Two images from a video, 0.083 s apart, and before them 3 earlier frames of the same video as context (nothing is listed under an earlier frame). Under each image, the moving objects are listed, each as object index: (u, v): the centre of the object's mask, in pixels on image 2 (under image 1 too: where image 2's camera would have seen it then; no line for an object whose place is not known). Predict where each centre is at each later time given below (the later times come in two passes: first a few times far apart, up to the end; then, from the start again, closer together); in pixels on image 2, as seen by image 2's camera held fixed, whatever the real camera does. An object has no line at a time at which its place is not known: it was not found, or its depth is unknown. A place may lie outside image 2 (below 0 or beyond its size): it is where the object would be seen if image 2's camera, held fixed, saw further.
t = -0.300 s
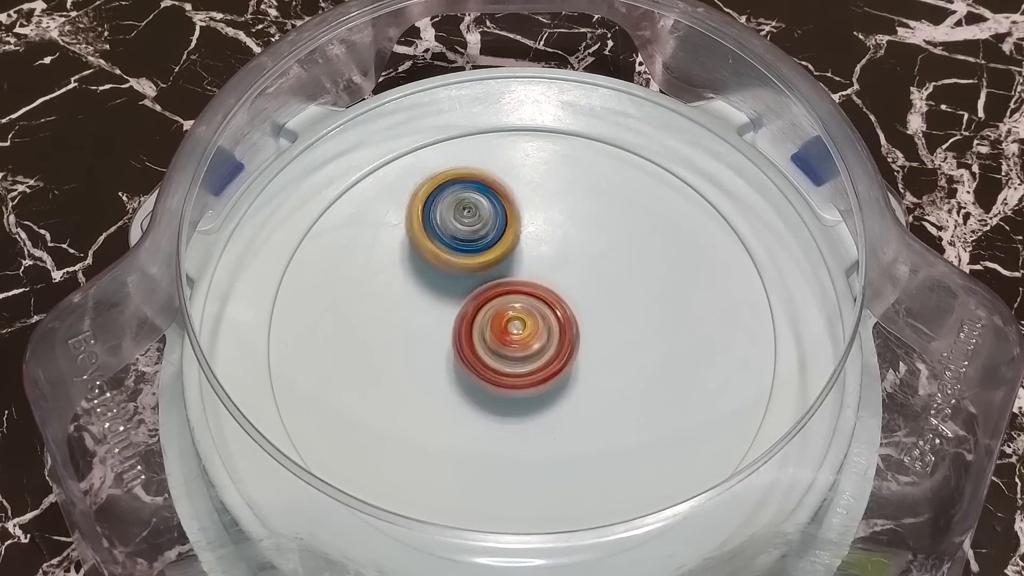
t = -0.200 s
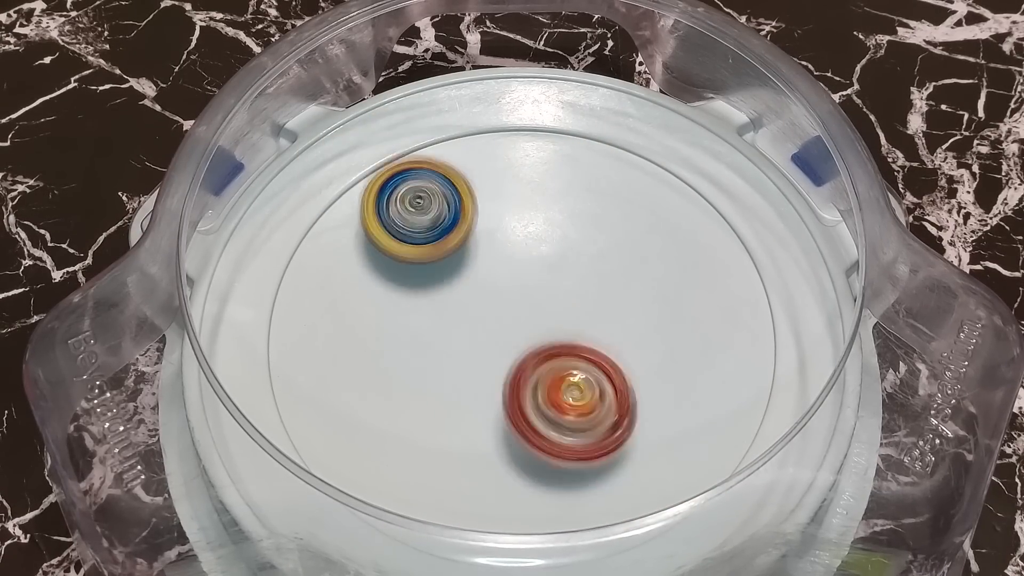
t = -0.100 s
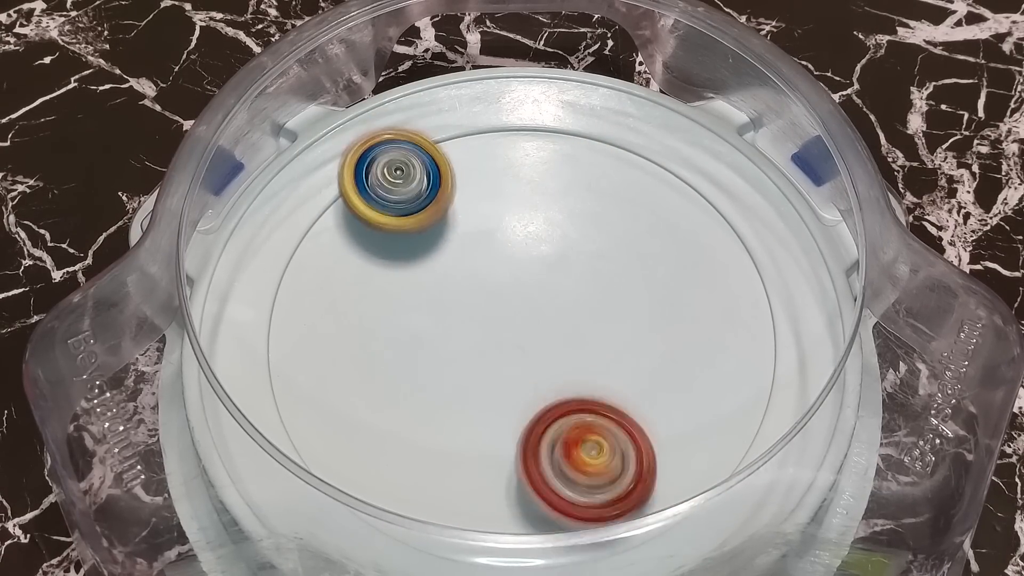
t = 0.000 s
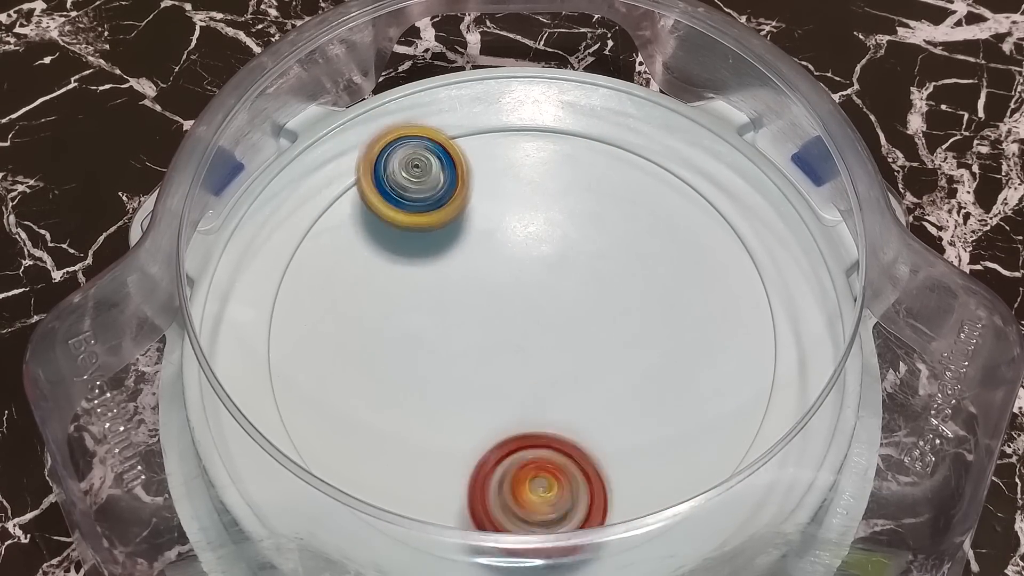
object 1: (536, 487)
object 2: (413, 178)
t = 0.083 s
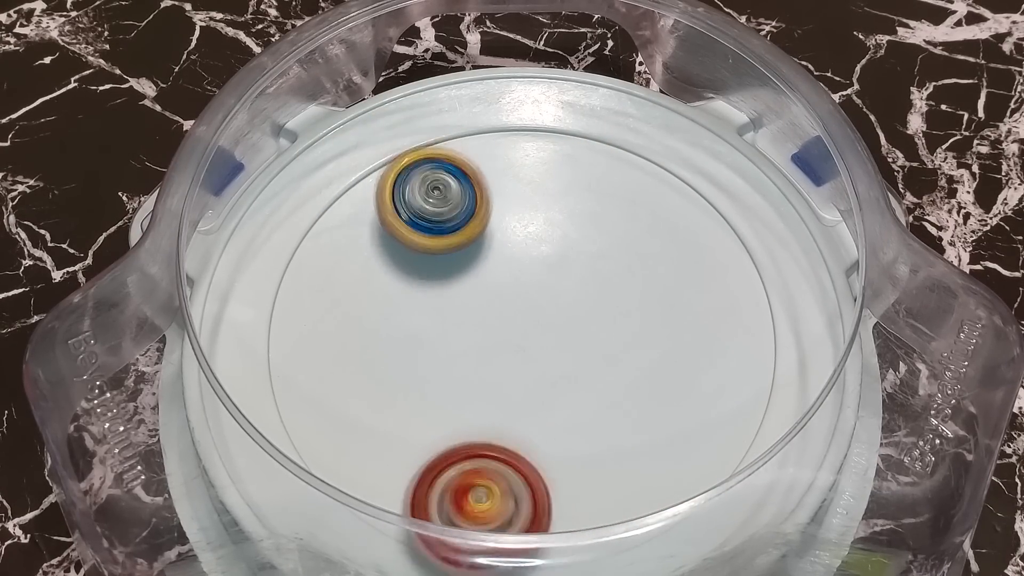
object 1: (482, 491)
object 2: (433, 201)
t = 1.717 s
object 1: (619, 379)
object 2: (428, 304)
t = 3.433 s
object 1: (383, 335)
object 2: (513, 268)
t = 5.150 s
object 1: (605, 223)
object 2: (461, 342)
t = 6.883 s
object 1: (538, 414)
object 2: (516, 289)
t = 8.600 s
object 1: (345, 335)
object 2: (587, 292)
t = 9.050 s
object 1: (488, 383)
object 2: (584, 290)
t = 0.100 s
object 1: (471, 490)
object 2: (436, 209)
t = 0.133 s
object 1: (448, 486)
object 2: (442, 226)
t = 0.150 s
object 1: (434, 492)
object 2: (445, 235)
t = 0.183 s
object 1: (415, 481)
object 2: (448, 255)
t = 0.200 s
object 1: (411, 469)
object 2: (449, 266)
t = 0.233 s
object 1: (396, 456)
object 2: (448, 286)
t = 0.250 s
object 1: (389, 450)
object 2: (447, 294)
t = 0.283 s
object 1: (379, 430)
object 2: (443, 312)
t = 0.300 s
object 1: (377, 423)
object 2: (441, 321)
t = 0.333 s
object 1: (369, 443)
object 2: (440, 305)
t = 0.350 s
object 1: (362, 457)
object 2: (439, 296)
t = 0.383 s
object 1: (357, 475)
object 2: (440, 285)
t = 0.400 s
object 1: (356, 480)
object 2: (441, 281)
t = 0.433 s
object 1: (357, 483)
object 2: (444, 278)
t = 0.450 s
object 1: (360, 480)
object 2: (444, 279)
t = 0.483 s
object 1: (365, 474)
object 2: (449, 285)
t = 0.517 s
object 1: (373, 458)
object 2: (454, 295)
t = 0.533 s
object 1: (374, 455)
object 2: (456, 301)
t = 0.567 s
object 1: (376, 449)
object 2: (460, 312)
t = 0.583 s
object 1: (378, 447)
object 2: (462, 318)
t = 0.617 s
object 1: (384, 437)
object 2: (462, 331)
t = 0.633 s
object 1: (388, 431)
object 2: (461, 335)
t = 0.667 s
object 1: (385, 461)
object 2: (471, 306)
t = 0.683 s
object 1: (379, 486)
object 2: (478, 289)
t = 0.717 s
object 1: (390, 497)
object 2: (490, 260)
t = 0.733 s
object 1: (401, 497)
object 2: (496, 249)
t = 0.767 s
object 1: (425, 483)
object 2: (507, 231)
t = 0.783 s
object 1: (433, 482)
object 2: (513, 225)
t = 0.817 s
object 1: (449, 480)
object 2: (522, 216)
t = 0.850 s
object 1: (463, 477)
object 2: (532, 208)
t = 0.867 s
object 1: (469, 476)
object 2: (538, 204)
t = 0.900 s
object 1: (482, 467)
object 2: (549, 197)
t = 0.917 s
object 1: (488, 463)
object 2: (555, 193)
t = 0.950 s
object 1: (499, 455)
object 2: (568, 187)
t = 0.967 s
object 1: (504, 451)
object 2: (574, 185)
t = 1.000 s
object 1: (515, 445)
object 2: (587, 181)
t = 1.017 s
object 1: (520, 443)
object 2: (594, 180)
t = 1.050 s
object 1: (531, 439)
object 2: (607, 181)
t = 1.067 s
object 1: (536, 438)
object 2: (615, 184)
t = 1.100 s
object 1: (547, 438)
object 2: (625, 190)
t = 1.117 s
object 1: (554, 438)
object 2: (631, 196)
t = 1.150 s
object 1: (566, 438)
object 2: (635, 208)
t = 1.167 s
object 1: (572, 437)
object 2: (638, 216)
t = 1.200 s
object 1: (582, 436)
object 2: (635, 229)
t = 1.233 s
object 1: (591, 432)
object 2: (630, 244)
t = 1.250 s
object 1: (595, 431)
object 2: (627, 251)
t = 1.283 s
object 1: (602, 427)
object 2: (619, 265)
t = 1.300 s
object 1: (605, 424)
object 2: (614, 270)
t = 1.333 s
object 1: (612, 418)
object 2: (604, 283)
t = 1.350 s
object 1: (614, 416)
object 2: (599, 290)
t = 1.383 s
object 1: (617, 410)
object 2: (588, 300)
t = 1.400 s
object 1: (623, 414)
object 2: (579, 300)
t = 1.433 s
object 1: (632, 420)
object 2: (558, 294)
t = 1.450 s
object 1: (634, 422)
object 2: (547, 293)
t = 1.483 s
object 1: (636, 422)
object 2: (530, 294)
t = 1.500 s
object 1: (637, 421)
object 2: (522, 295)
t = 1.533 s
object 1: (636, 418)
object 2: (508, 297)
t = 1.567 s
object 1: (633, 414)
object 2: (492, 298)
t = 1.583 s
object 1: (632, 412)
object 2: (487, 299)
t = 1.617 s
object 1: (629, 407)
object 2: (470, 300)
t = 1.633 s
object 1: (628, 404)
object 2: (465, 301)
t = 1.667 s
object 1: (624, 397)
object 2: (449, 301)
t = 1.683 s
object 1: (623, 391)
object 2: (444, 302)
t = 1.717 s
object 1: (619, 379)
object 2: (428, 304)
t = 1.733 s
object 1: (618, 372)
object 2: (423, 305)
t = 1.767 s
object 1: (615, 358)
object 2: (409, 306)
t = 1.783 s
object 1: (615, 351)
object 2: (404, 306)
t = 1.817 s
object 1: (612, 337)
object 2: (390, 305)
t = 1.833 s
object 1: (612, 330)
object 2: (384, 306)
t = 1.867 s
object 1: (612, 317)
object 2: (371, 303)
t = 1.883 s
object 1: (612, 312)
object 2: (366, 303)
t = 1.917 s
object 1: (611, 300)
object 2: (357, 298)
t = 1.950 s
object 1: (610, 288)
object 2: (350, 293)
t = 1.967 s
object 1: (609, 282)
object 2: (351, 292)
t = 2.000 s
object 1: (608, 271)
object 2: (354, 288)
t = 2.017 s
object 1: (606, 264)
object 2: (358, 286)
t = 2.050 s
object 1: (605, 253)
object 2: (365, 284)
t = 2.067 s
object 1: (604, 248)
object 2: (370, 285)
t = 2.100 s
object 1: (603, 238)
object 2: (381, 286)
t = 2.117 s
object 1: (602, 233)
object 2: (388, 287)
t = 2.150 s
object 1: (600, 223)
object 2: (403, 291)
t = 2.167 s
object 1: (598, 218)
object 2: (410, 293)
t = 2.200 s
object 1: (595, 210)
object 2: (425, 298)
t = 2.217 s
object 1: (594, 207)
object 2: (431, 301)
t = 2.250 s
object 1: (591, 202)
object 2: (445, 306)
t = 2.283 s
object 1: (588, 201)
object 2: (458, 310)
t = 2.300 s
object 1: (586, 201)
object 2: (466, 314)
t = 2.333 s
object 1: (582, 201)
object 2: (478, 317)
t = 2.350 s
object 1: (580, 201)
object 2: (486, 321)
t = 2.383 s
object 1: (575, 202)
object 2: (499, 324)
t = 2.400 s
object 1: (574, 204)
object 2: (506, 327)
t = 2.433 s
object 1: (569, 207)
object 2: (520, 330)
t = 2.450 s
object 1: (568, 208)
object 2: (526, 332)
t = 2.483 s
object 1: (561, 211)
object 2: (542, 334)
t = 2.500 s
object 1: (557, 213)
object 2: (546, 336)
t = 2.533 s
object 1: (548, 215)
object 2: (562, 338)
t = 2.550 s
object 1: (544, 216)
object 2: (566, 341)
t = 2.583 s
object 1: (534, 219)
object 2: (582, 344)
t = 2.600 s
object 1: (528, 221)
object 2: (586, 344)
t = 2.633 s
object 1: (516, 223)
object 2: (601, 346)
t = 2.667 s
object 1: (503, 225)
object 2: (615, 348)
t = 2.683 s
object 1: (497, 226)
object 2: (620, 348)
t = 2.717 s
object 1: (483, 228)
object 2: (632, 351)
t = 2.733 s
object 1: (478, 227)
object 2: (638, 352)
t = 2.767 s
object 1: (466, 230)
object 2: (649, 357)
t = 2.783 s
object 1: (461, 231)
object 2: (654, 357)
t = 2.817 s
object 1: (449, 232)
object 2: (660, 364)
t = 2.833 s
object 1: (443, 233)
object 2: (663, 365)
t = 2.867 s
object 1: (432, 235)
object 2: (661, 372)
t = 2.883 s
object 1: (428, 237)
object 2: (661, 373)
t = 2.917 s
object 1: (419, 240)
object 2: (653, 375)
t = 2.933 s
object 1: (416, 240)
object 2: (652, 375)
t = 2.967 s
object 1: (410, 245)
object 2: (640, 373)
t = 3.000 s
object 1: (405, 249)
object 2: (627, 371)
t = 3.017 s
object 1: (403, 250)
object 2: (622, 367)
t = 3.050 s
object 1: (400, 254)
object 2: (608, 362)
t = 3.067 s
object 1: (400, 256)
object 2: (602, 358)
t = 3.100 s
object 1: (399, 261)
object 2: (591, 352)
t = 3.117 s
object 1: (398, 264)
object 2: (585, 347)
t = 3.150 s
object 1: (398, 270)
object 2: (574, 340)
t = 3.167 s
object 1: (397, 273)
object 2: (568, 336)
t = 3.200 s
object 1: (398, 279)
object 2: (557, 329)
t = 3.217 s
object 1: (399, 282)
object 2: (551, 325)
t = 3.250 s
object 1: (399, 289)
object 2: (540, 318)
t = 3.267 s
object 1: (400, 294)
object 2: (535, 313)
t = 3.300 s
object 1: (397, 302)
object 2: (527, 306)
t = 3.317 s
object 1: (391, 307)
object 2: (528, 301)
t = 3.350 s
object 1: (386, 315)
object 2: (526, 291)
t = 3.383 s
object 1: (385, 322)
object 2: (520, 282)
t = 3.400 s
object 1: (384, 327)
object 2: (519, 277)
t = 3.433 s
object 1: (383, 335)
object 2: (513, 268)
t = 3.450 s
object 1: (384, 339)
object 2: (512, 263)
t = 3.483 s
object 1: (386, 345)
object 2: (508, 254)
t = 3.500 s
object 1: (388, 348)
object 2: (506, 250)
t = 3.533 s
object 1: (391, 356)
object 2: (503, 240)
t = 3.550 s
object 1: (392, 360)
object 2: (503, 236)
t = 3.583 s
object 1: (396, 366)
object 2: (502, 227)
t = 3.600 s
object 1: (399, 369)
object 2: (504, 223)
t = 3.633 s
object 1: (406, 374)
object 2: (507, 216)
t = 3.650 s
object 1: (409, 377)
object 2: (509, 215)
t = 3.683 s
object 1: (415, 384)
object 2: (514, 214)
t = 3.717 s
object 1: (423, 389)
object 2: (518, 215)
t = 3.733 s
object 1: (429, 391)
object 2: (519, 218)
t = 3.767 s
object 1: (438, 397)
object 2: (522, 223)
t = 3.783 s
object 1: (442, 401)
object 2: (523, 226)
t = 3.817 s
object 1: (452, 406)
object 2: (524, 234)
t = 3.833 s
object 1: (458, 409)
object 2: (525, 239)
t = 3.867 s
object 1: (470, 413)
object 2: (525, 248)
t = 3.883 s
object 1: (476, 416)
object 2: (524, 255)
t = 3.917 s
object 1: (487, 421)
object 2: (523, 265)
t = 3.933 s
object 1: (492, 422)
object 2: (519, 270)
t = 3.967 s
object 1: (504, 425)
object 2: (517, 281)
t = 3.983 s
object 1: (509, 427)
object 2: (515, 284)
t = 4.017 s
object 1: (518, 430)
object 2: (510, 296)
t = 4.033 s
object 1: (524, 432)
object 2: (509, 300)
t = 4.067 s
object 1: (532, 432)
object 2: (504, 310)
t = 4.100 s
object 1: (539, 432)
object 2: (499, 319)
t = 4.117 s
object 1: (545, 434)
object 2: (497, 325)
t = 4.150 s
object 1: (560, 442)
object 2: (483, 320)
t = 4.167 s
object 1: (567, 443)
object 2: (474, 320)
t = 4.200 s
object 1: (577, 447)
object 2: (463, 319)
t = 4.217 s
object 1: (581, 446)
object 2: (458, 316)
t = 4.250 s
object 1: (590, 445)
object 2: (447, 314)
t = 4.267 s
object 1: (593, 444)
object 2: (444, 312)
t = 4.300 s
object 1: (599, 441)
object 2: (434, 308)
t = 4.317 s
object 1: (602, 439)
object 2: (428, 306)
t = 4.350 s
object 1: (606, 435)
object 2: (423, 300)
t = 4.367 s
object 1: (607, 432)
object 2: (423, 296)
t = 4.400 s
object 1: (610, 425)
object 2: (423, 291)
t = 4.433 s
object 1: (612, 419)
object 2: (426, 288)
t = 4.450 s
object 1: (613, 415)
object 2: (429, 287)
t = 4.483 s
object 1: (616, 406)
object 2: (432, 284)
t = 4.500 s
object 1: (618, 402)
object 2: (435, 282)
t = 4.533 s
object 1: (621, 392)
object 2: (441, 281)
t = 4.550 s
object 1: (622, 386)
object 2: (444, 281)
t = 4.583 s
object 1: (625, 376)
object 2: (453, 281)
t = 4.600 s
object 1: (625, 371)
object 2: (457, 283)
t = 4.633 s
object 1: (627, 359)
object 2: (470, 285)
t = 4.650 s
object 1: (628, 354)
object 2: (473, 286)
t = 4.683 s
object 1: (628, 343)
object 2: (484, 291)
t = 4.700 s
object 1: (628, 337)
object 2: (490, 293)
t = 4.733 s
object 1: (629, 328)
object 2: (498, 299)
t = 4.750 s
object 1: (629, 323)
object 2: (503, 302)
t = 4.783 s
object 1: (635, 311)
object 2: (503, 310)
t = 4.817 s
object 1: (640, 302)
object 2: (501, 317)
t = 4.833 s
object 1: (641, 296)
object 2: (499, 319)
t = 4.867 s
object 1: (641, 286)
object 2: (496, 326)
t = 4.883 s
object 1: (641, 282)
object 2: (493, 331)
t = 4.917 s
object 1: (638, 271)
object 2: (487, 338)
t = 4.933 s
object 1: (638, 268)
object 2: (485, 340)
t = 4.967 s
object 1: (634, 260)
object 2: (477, 344)
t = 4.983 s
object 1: (633, 255)
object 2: (476, 346)
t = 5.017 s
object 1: (629, 249)
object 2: (472, 346)
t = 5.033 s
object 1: (626, 244)
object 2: (469, 345)
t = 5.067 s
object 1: (622, 237)
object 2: (466, 346)
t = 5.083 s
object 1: (618, 234)
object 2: (465, 346)
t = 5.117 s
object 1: (611, 227)
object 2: (462, 345)
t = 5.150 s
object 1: (605, 223)
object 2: (461, 342)
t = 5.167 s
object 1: (600, 220)
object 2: (461, 340)
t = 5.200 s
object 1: (594, 215)
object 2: (462, 337)
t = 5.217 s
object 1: (589, 214)
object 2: (464, 336)
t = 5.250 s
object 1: (580, 210)
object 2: (466, 333)
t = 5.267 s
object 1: (576, 209)
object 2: (469, 330)
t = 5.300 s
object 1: (567, 207)
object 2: (474, 326)
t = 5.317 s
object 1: (562, 206)
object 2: (477, 325)
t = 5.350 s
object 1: (553, 206)
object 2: (486, 322)
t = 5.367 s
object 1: (548, 205)
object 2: (491, 320)
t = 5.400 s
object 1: (538, 205)
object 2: (500, 319)
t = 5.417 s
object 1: (533, 205)
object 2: (506, 317)
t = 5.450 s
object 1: (522, 205)
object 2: (514, 316)
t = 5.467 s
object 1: (518, 206)
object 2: (519, 317)
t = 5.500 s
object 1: (506, 207)
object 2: (529, 318)
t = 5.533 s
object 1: (497, 208)
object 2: (538, 321)
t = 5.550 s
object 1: (492, 208)
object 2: (542, 324)
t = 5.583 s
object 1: (482, 211)
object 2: (548, 327)
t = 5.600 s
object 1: (478, 212)
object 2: (554, 330)
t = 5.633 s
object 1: (468, 215)
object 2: (560, 335)
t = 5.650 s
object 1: (464, 217)
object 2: (560, 337)
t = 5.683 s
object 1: (454, 222)
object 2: (562, 342)
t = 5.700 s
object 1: (449, 224)
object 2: (564, 343)
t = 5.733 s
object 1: (442, 229)
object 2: (562, 348)
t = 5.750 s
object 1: (437, 232)
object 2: (561, 347)
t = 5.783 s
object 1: (431, 237)
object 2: (558, 349)
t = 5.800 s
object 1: (426, 241)
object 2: (557, 352)
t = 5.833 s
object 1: (419, 247)
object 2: (554, 353)
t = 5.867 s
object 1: (413, 253)
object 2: (547, 355)
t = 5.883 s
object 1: (409, 257)
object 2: (546, 352)
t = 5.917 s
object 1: (406, 265)
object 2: (539, 349)
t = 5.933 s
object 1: (402, 270)
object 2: (534, 348)
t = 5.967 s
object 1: (398, 278)
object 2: (527, 343)
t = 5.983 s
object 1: (397, 282)
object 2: (525, 338)
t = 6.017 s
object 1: (392, 291)
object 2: (519, 332)
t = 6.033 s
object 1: (392, 294)
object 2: (516, 328)
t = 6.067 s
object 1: (384, 304)
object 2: (518, 319)
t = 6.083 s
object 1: (376, 308)
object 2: (527, 314)
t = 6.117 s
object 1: (367, 318)
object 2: (538, 308)
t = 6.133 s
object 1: (365, 321)
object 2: (542, 304)
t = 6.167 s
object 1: (362, 329)
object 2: (548, 300)
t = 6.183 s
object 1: (361, 332)
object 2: (551, 299)
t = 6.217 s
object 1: (360, 339)
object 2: (559, 293)
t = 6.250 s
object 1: (357, 347)
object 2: (566, 288)
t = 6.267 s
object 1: (360, 350)
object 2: (570, 286)
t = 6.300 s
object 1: (360, 359)
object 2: (576, 281)
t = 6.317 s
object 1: (362, 362)
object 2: (579, 278)
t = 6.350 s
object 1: (366, 370)
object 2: (587, 272)
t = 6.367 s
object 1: (369, 373)
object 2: (588, 271)
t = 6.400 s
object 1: (374, 381)
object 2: (594, 267)
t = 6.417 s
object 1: (378, 383)
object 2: (599, 266)
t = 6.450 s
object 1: (387, 390)
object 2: (601, 266)
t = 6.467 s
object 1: (391, 393)
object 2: (603, 265)
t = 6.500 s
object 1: (401, 398)
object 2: (605, 267)
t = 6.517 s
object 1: (406, 401)
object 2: (604, 268)
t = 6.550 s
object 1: (417, 404)
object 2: (602, 272)
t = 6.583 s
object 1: (427, 408)
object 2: (598, 274)
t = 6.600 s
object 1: (434, 409)
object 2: (594, 279)
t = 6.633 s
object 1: (445, 412)
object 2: (587, 283)
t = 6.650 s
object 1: (452, 413)
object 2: (584, 283)
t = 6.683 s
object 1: (464, 414)
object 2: (573, 287)
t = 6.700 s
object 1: (471, 414)
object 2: (567, 288)
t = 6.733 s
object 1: (483, 413)
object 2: (559, 290)
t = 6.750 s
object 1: (490, 413)
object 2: (555, 292)
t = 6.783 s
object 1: (501, 411)
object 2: (546, 296)
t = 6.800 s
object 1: (508, 410)
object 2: (542, 296)
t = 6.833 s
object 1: (519, 409)
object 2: (533, 298)
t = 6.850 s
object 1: (525, 414)
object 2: (526, 295)
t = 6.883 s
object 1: (538, 414)
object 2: (516, 289)
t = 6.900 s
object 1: (543, 413)
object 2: (510, 289)
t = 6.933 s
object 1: (553, 410)
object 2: (502, 289)
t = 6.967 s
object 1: (564, 403)
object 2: (496, 287)
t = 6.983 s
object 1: (568, 402)
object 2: (493, 287)
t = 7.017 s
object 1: (577, 394)
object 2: (484, 287)
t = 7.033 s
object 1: (580, 392)
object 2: (481, 286)
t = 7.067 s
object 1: (588, 383)
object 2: (472, 288)
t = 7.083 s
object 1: (591, 381)
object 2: (468, 288)
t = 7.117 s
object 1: (596, 372)
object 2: (462, 290)
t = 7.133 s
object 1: (599, 369)
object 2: (457, 290)
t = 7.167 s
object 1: (603, 360)
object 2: (449, 293)
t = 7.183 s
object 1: (605, 357)
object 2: (447, 296)
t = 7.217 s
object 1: (608, 346)
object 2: (439, 298)
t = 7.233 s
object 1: (609, 344)
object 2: (436, 300)
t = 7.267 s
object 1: (610, 333)
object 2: (431, 305)
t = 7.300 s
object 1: (611, 326)
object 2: (424, 309)
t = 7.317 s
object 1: (612, 321)
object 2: (423, 311)
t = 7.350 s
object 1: (611, 313)
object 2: (418, 315)
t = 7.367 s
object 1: (611, 309)
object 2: (415, 314)
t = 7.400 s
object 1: (610, 301)
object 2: (412, 317)
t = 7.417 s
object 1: (609, 297)
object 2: (411, 316)
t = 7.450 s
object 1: (606, 289)
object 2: (414, 316)
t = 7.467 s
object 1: (605, 285)
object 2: (414, 316)
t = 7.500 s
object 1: (599, 278)
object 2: (416, 318)
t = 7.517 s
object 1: (598, 274)
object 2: (421, 318)
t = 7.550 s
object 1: (591, 267)
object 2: (425, 317)
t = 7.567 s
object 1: (589, 264)
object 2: (429, 318)
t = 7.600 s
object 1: (581, 258)
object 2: (439, 320)
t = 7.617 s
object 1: (579, 255)
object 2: (443, 319)
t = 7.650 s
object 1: (571, 250)
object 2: (452, 320)
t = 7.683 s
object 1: (562, 245)
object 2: (460, 320)
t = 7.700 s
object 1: (559, 243)
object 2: (464, 320)
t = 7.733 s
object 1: (549, 239)
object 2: (473, 320)
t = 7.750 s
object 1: (547, 238)
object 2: (477, 319)
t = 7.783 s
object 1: (544, 212)
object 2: (477, 346)
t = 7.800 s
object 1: (540, 201)
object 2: (476, 359)
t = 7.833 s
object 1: (537, 177)
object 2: (478, 380)
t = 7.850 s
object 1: (536, 166)
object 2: (481, 389)
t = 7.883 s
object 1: (533, 152)
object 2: (486, 396)
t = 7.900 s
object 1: (531, 149)
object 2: (489, 399)
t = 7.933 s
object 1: (524, 142)
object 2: (493, 400)
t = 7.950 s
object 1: (519, 141)
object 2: (496, 399)
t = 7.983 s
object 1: (512, 141)
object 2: (498, 399)
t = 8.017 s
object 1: (506, 143)
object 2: (501, 399)
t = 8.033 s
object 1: (503, 143)
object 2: (502, 398)
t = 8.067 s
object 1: (497, 147)
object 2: (505, 395)
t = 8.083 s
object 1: (494, 150)
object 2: (506, 396)
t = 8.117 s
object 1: (488, 156)
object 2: (509, 392)
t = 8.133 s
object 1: (486, 158)
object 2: (511, 390)
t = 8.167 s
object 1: (482, 165)
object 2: (514, 383)
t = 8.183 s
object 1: (482, 170)
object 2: (516, 381)
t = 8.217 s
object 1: (480, 177)
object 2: (520, 372)
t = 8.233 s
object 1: (478, 182)
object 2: (521, 369)
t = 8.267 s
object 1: (477, 191)
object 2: (527, 358)
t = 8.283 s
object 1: (477, 193)
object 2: (528, 353)
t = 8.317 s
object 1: (477, 203)
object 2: (534, 342)
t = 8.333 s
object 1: (478, 210)
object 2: (537, 337)
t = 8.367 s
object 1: (476, 223)
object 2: (543, 327)
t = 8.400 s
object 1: (474, 242)
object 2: (547, 318)
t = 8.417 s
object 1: (467, 252)
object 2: (552, 315)
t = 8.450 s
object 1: (450, 272)
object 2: (568, 310)
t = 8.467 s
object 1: (443, 281)
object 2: (572, 307)
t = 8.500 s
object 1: (420, 301)
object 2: (579, 303)
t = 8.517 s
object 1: (407, 309)
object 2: (582, 301)
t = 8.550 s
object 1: (382, 325)
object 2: (586, 296)
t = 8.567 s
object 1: (368, 328)
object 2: (587, 295)
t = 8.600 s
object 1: (345, 335)
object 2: (587, 292)
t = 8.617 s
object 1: (335, 335)
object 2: (585, 292)
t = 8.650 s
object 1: (324, 333)
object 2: (584, 291)
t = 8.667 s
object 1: (321, 329)
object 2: (583, 291)
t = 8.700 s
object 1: (324, 322)
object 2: (581, 292)
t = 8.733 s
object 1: (335, 316)
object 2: (578, 292)
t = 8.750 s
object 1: (344, 312)
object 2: (578, 293)
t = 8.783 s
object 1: (367, 307)
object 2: (577, 295)
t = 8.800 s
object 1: (381, 305)
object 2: (577, 296)
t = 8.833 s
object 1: (415, 305)
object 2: (577, 298)
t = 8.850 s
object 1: (430, 307)
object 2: (577, 299)
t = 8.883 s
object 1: (463, 315)
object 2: (577, 299)
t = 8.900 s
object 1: (472, 323)
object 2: (582, 295)
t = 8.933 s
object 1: (484, 342)
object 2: (587, 291)
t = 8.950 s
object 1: (488, 349)
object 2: (587, 291)
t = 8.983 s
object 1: (492, 364)
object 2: (585, 289)
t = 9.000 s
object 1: (492, 371)
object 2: (585, 289)
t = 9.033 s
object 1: (490, 381)
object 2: (584, 290)
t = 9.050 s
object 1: (488, 383)
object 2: (584, 290)
